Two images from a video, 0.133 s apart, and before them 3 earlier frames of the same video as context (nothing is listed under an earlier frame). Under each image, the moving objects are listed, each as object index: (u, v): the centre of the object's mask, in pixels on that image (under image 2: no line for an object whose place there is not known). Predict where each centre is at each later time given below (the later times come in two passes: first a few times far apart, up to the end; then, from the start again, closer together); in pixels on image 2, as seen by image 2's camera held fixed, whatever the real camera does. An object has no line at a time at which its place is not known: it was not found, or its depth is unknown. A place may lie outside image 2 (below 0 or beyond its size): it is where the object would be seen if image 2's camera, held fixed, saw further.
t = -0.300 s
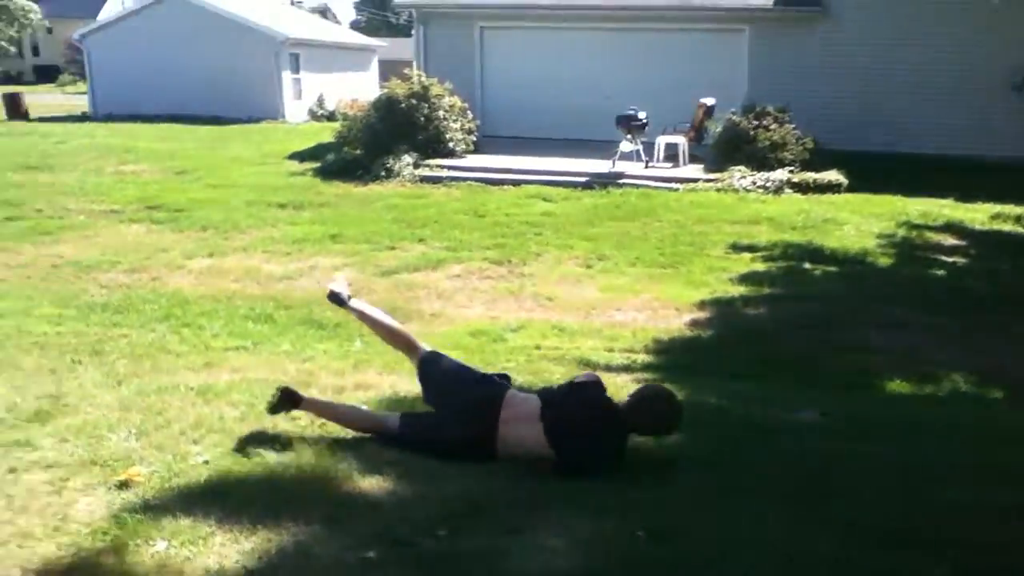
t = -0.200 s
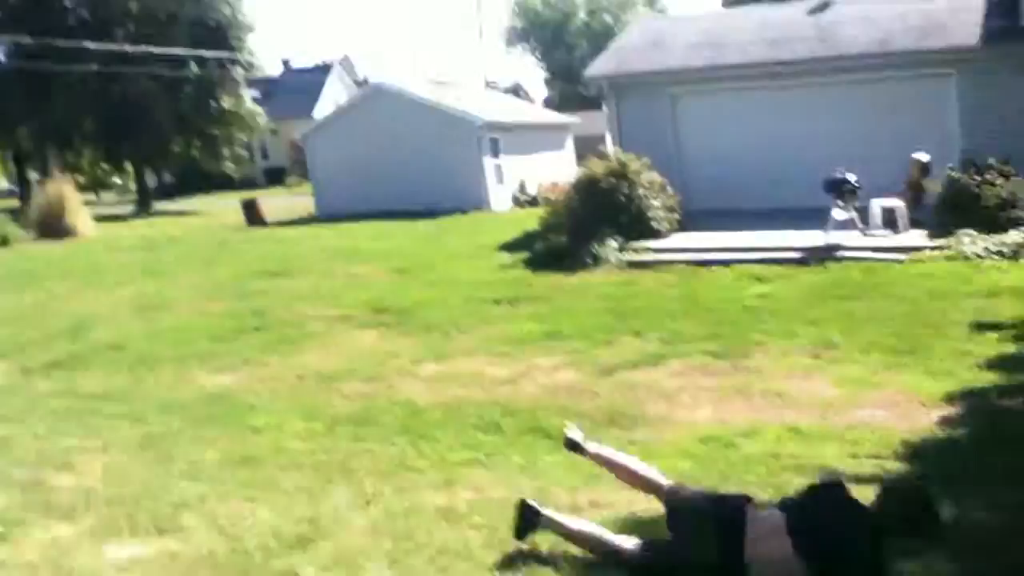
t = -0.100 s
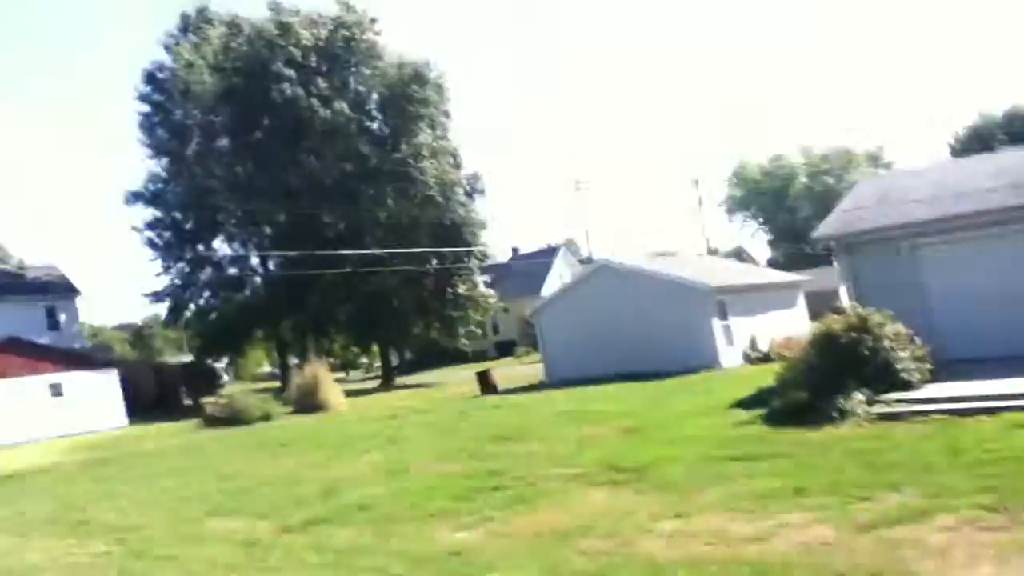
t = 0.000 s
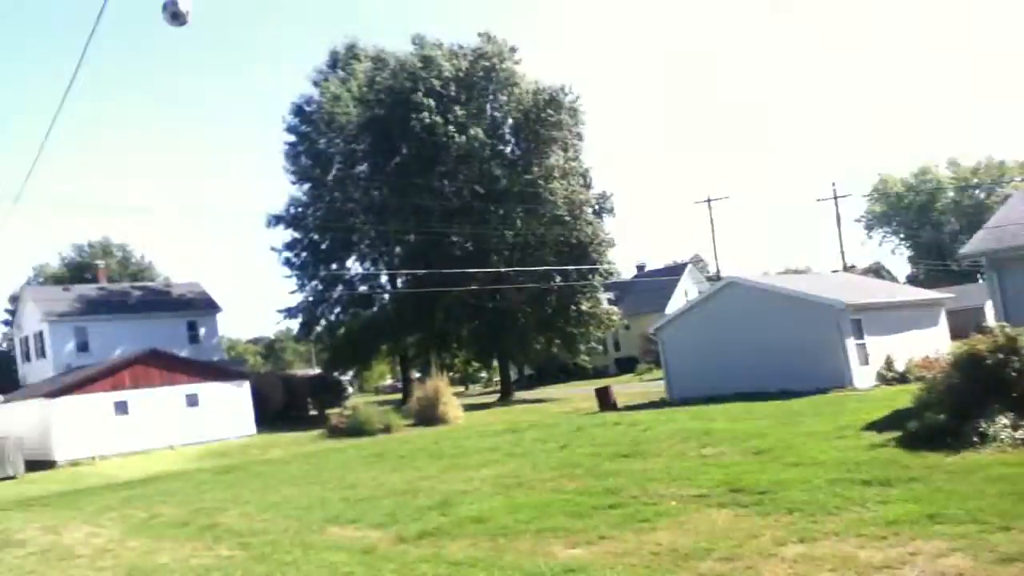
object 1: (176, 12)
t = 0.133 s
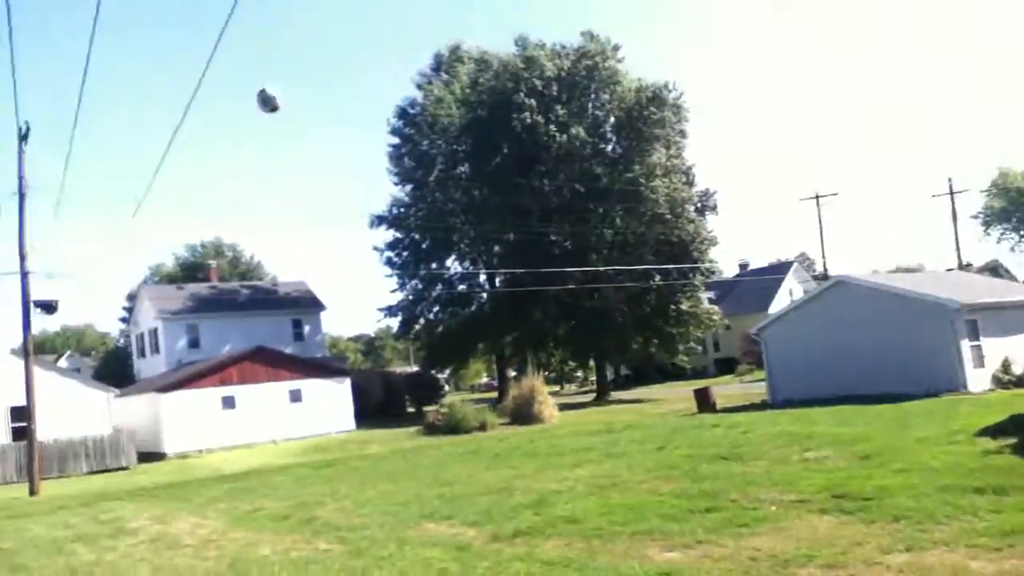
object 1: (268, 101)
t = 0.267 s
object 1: (251, 190)
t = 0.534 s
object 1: (238, 369)
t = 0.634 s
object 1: (229, 443)
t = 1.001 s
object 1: (209, 441)
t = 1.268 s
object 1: (199, 367)
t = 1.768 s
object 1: (185, 388)
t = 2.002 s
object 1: (182, 452)
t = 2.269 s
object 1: (183, 494)
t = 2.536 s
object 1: (183, 451)
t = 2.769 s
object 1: (179, 450)
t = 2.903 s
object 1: (176, 458)
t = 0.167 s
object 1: (271, 123)
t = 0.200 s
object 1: (261, 147)
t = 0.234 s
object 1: (252, 171)
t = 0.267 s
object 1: (251, 190)
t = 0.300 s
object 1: (249, 213)
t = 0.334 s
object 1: (243, 241)
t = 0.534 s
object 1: (238, 369)
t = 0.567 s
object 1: (233, 394)
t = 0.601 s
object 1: (230, 414)
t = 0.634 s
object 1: (229, 443)
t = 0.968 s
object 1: (213, 450)
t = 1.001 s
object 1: (209, 441)
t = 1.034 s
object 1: (208, 427)
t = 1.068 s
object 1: (206, 417)
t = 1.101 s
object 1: (203, 407)
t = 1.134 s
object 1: (204, 396)
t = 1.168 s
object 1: (204, 388)
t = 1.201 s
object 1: (204, 380)
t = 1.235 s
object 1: (199, 372)
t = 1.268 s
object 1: (199, 367)
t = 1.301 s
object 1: (197, 363)
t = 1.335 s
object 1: (194, 358)
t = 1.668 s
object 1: (188, 368)
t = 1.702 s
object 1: (188, 376)
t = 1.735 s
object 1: (187, 380)
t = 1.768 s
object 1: (185, 388)
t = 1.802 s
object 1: (185, 395)
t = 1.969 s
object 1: (182, 443)
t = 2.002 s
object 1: (182, 452)
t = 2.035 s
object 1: (184, 463)
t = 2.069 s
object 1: (185, 475)
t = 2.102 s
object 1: (185, 489)
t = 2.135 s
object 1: (184, 502)
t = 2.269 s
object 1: (183, 494)
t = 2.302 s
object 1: (184, 486)
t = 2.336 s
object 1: (183, 479)
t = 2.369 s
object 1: (184, 472)
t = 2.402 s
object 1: (184, 465)
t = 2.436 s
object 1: (184, 460)
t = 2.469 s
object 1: (184, 458)
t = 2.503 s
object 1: (183, 453)
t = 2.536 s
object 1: (183, 451)
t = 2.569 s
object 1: (183, 451)
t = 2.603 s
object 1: (180, 451)
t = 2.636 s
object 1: (179, 450)
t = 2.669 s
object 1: (180, 449)
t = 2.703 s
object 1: (180, 449)
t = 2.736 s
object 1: (179, 449)
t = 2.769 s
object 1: (179, 450)
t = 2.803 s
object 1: (178, 450)
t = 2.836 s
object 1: (177, 452)
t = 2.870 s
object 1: (178, 456)
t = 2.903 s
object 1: (176, 458)
